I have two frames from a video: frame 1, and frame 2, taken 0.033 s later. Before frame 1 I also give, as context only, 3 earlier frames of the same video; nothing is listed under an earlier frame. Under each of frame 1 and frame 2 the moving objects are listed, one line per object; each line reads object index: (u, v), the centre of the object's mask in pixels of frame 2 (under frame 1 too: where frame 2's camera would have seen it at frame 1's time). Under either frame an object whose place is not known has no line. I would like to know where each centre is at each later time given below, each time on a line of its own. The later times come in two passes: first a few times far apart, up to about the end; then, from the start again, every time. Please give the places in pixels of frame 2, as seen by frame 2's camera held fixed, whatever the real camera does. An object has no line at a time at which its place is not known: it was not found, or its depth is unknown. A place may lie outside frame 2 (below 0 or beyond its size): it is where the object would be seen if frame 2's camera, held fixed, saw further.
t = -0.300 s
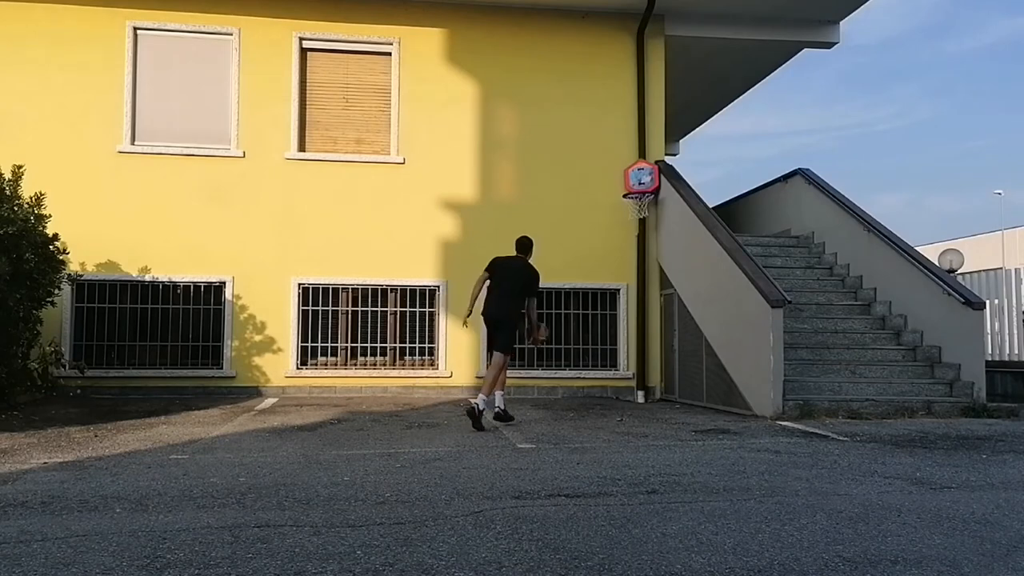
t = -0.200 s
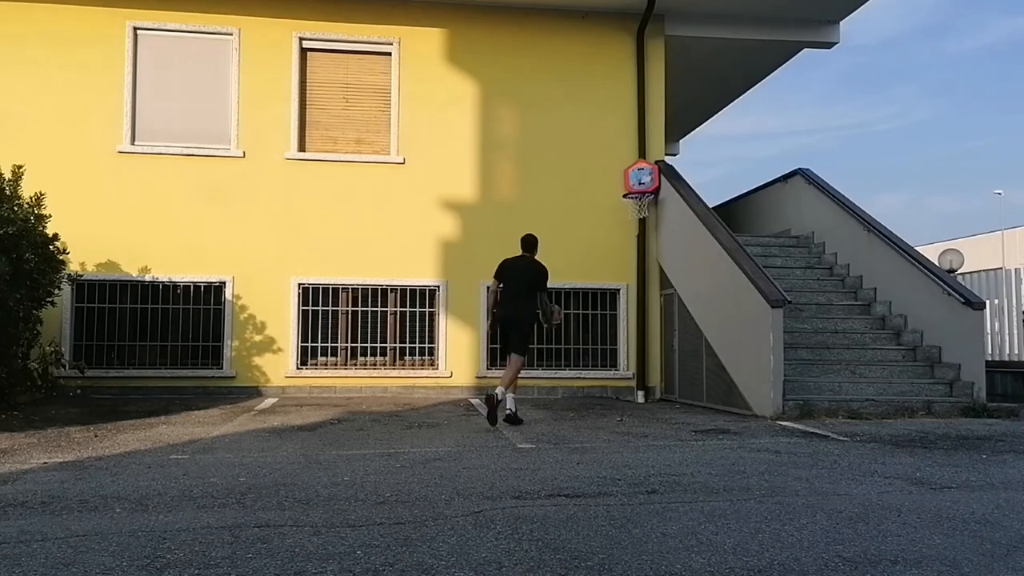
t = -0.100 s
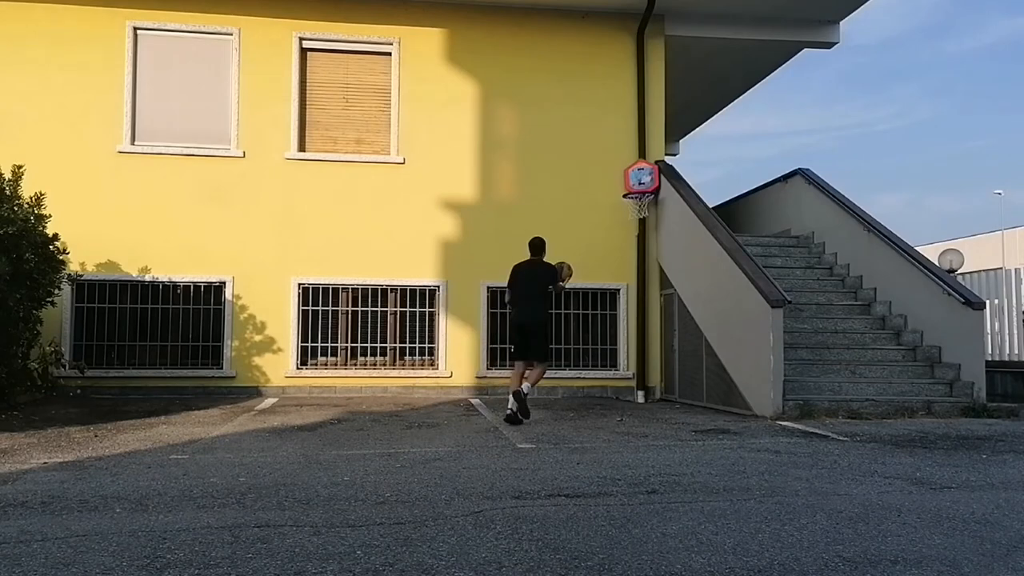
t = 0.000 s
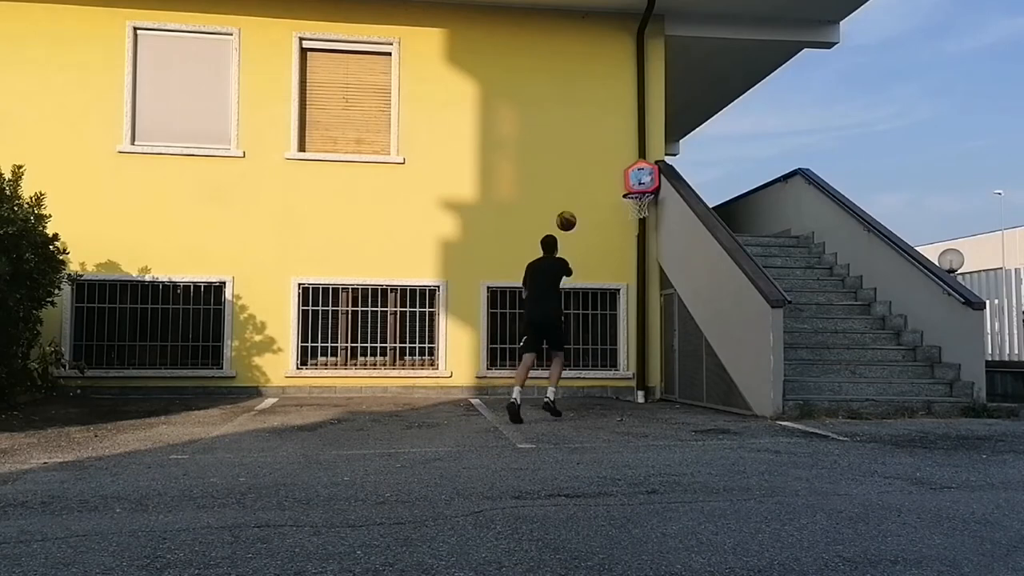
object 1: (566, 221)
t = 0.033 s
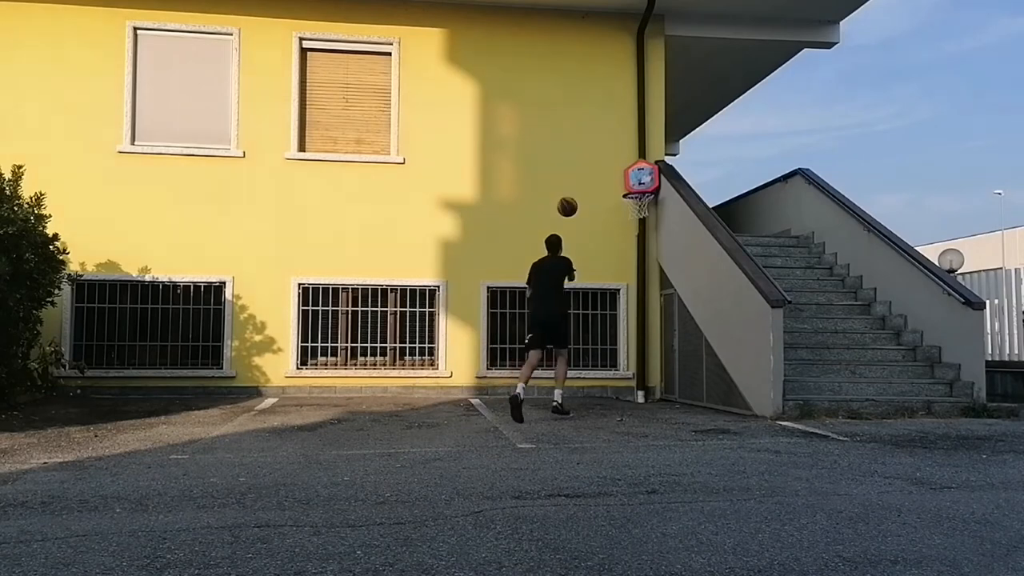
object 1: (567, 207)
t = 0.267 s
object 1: (575, 139)
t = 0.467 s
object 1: (582, 123)
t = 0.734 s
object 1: (591, 142)
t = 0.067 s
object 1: (568, 194)
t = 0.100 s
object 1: (569, 182)
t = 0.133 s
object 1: (570, 171)
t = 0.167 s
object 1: (572, 161)
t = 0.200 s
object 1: (573, 153)
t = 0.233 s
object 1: (574, 146)
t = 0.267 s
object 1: (575, 139)
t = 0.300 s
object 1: (576, 134)
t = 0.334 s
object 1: (577, 130)
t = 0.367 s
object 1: (579, 125)
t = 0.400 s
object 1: (580, 123)
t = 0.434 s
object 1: (581, 123)
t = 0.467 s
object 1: (582, 123)
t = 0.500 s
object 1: (583, 124)
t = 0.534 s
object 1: (583, 126)
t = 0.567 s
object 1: (584, 129)
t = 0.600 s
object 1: (585, 133)
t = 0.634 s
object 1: (586, 137)
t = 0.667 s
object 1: (586, 142)
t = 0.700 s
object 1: (588, 142)
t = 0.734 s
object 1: (591, 142)
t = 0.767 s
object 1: (593, 144)
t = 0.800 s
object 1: (595, 146)
